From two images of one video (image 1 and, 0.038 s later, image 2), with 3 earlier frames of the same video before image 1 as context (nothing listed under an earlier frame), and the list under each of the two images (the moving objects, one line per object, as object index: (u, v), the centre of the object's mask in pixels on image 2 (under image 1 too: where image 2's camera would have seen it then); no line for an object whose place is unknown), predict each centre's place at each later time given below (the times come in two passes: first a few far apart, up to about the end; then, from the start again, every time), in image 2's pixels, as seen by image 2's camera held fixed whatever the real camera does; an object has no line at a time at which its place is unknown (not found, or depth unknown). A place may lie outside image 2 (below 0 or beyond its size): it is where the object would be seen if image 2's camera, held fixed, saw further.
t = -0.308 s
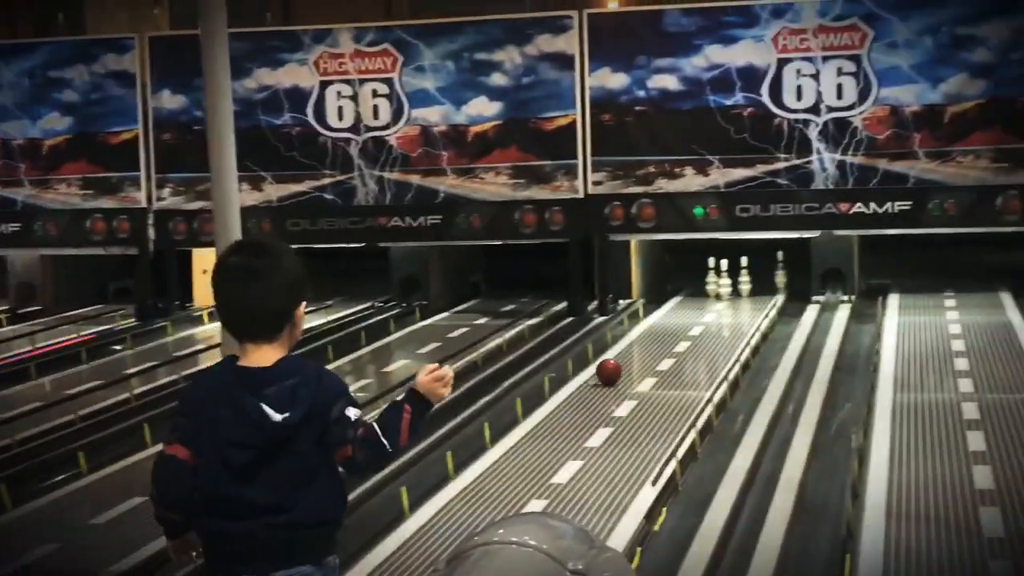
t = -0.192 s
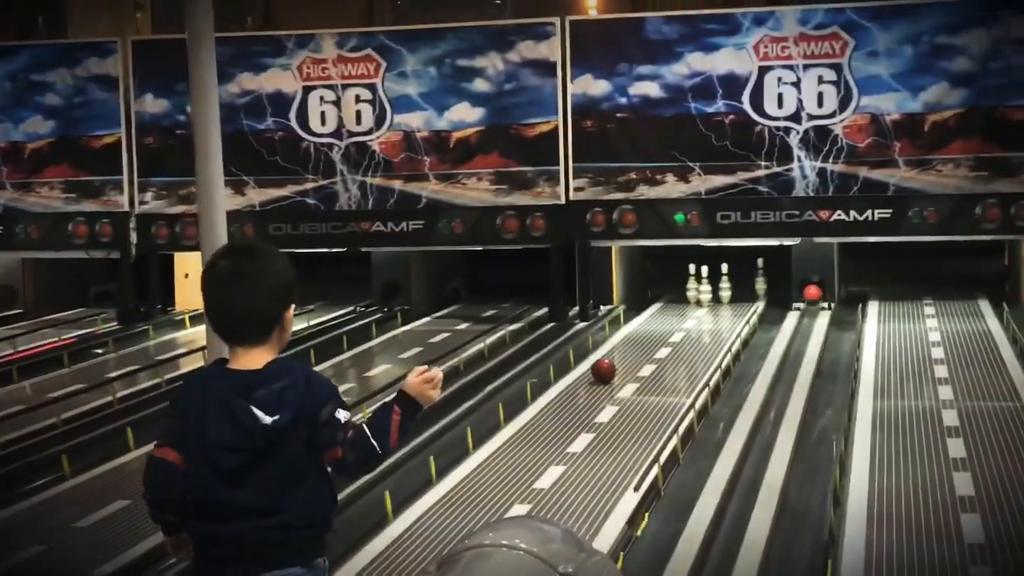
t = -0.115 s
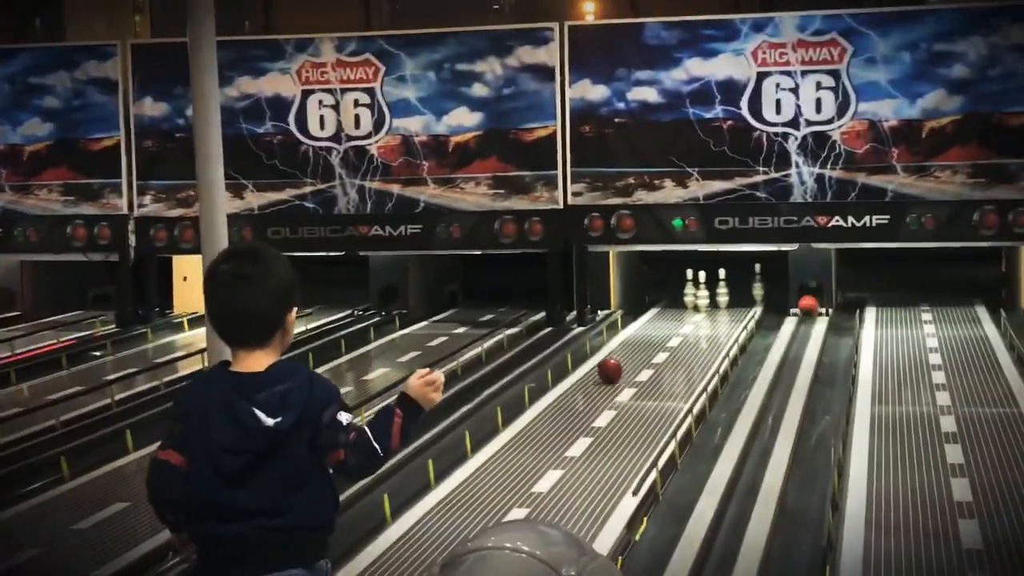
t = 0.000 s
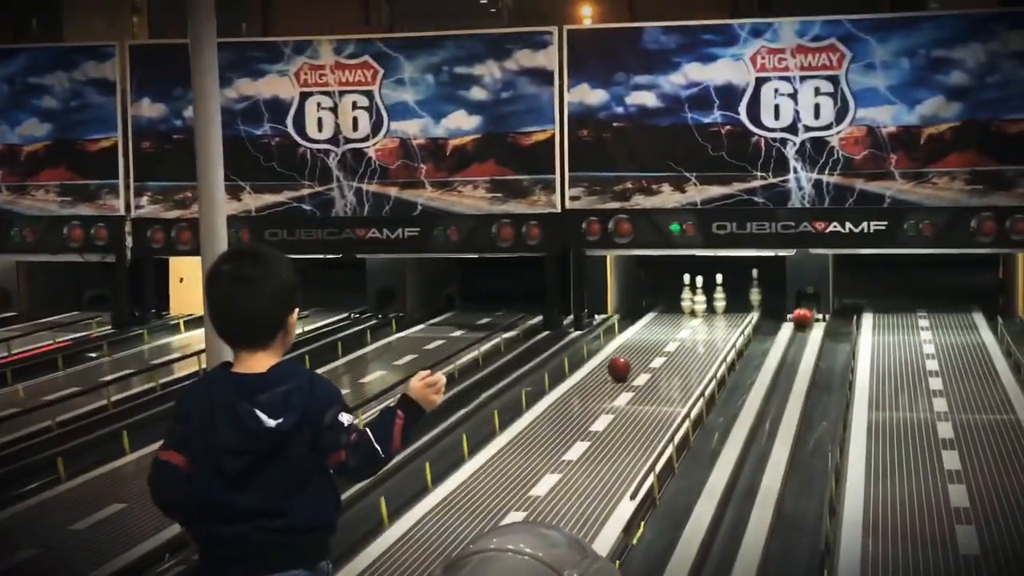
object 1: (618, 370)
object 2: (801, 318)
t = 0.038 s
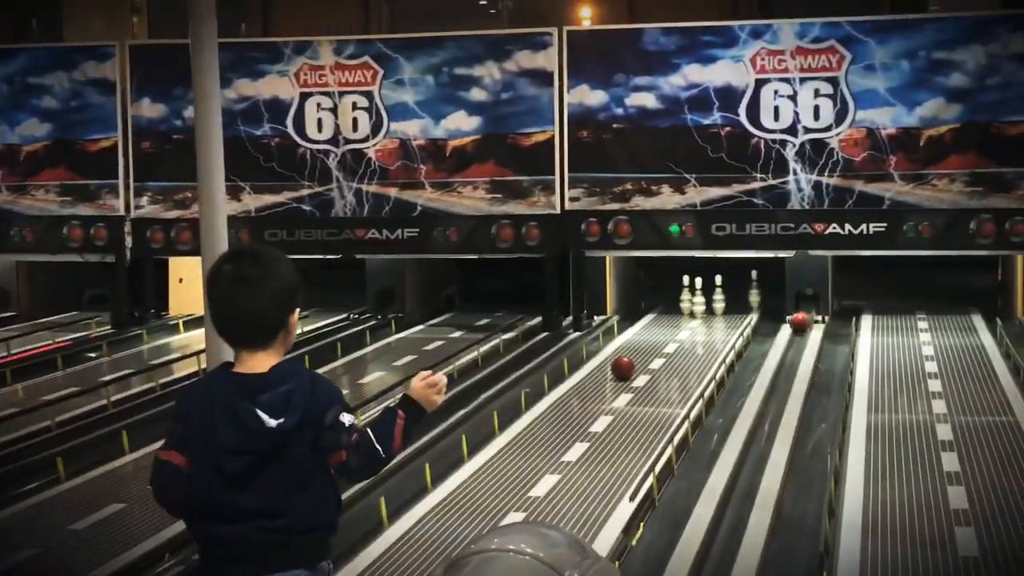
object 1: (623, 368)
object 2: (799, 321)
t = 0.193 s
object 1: (638, 360)
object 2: (794, 334)
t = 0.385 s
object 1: (656, 350)
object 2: (787, 352)
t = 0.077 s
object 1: (626, 367)
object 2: (797, 325)
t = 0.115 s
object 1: (631, 364)
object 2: (796, 328)
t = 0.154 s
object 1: (634, 362)
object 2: (794, 330)
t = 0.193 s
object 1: (638, 360)
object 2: (794, 334)
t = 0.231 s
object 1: (642, 358)
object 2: (792, 337)
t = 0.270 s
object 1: (645, 356)
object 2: (791, 340)
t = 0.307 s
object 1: (649, 354)
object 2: (790, 344)
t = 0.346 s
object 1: (652, 353)
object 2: (788, 348)
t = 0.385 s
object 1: (656, 350)
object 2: (787, 352)
